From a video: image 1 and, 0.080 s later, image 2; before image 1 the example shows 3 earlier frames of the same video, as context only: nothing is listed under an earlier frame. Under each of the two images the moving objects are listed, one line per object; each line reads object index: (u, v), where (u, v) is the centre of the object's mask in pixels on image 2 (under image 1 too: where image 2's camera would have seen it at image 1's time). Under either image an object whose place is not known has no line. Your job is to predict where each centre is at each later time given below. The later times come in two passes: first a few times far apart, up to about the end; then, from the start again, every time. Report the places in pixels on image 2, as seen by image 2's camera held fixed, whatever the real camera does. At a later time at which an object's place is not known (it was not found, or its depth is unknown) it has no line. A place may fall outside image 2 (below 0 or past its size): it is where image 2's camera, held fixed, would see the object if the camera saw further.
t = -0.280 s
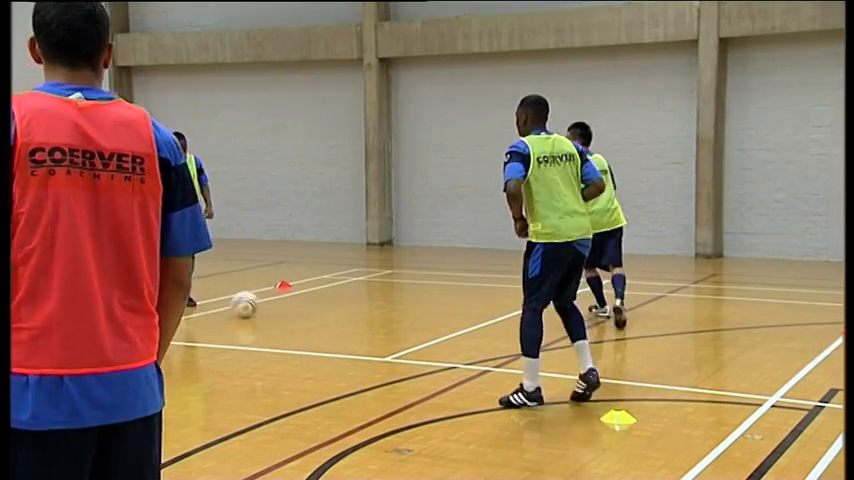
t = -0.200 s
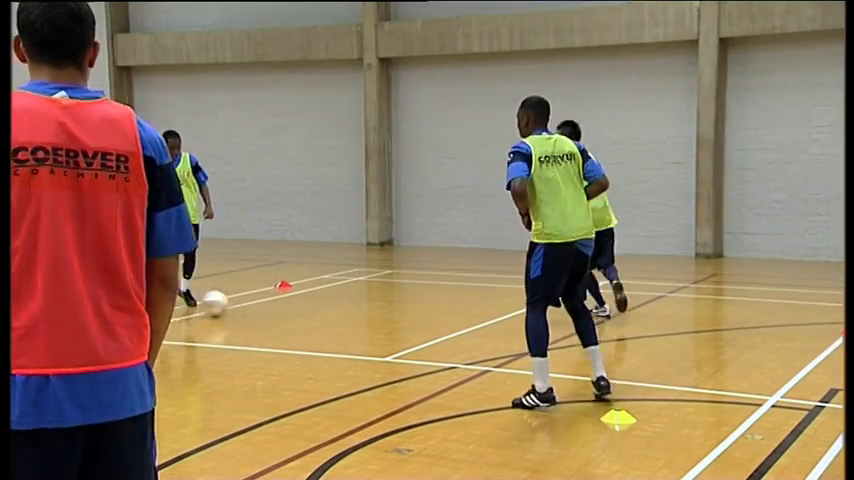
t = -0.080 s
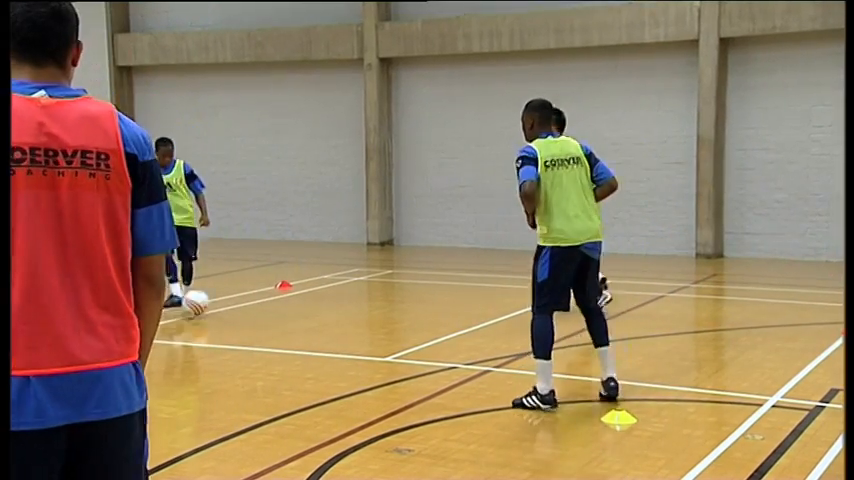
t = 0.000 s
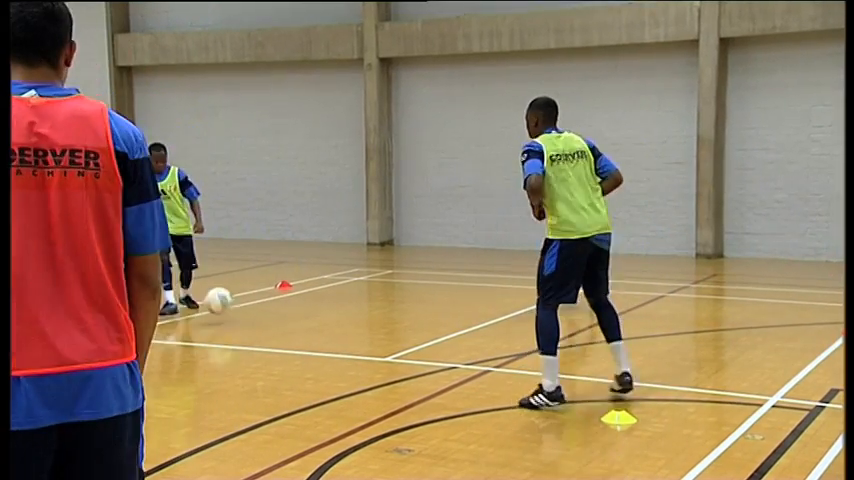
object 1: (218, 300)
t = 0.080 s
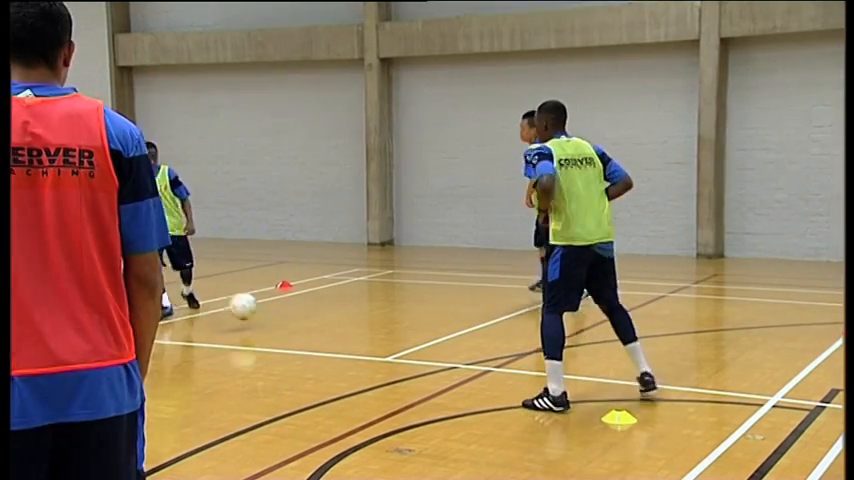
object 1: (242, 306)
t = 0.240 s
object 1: (292, 319)
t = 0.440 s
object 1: (349, 336)
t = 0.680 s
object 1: (422, 353)
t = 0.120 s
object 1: (256, 312)
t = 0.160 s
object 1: (269, 321)
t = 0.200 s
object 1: (280, 319)
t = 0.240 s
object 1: (292, 319)
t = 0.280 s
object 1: (301, 320)
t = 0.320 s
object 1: (313, 323)
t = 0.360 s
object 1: (326, 330)
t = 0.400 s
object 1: (338, 337)
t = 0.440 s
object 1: (349, 336)
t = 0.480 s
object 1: (360, 337)
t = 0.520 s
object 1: (372, 340)
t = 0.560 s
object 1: (385, 346)
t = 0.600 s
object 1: (398, 349)
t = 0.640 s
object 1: (410, 350)
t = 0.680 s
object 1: (422, 353)
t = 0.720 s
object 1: (437, 359)
